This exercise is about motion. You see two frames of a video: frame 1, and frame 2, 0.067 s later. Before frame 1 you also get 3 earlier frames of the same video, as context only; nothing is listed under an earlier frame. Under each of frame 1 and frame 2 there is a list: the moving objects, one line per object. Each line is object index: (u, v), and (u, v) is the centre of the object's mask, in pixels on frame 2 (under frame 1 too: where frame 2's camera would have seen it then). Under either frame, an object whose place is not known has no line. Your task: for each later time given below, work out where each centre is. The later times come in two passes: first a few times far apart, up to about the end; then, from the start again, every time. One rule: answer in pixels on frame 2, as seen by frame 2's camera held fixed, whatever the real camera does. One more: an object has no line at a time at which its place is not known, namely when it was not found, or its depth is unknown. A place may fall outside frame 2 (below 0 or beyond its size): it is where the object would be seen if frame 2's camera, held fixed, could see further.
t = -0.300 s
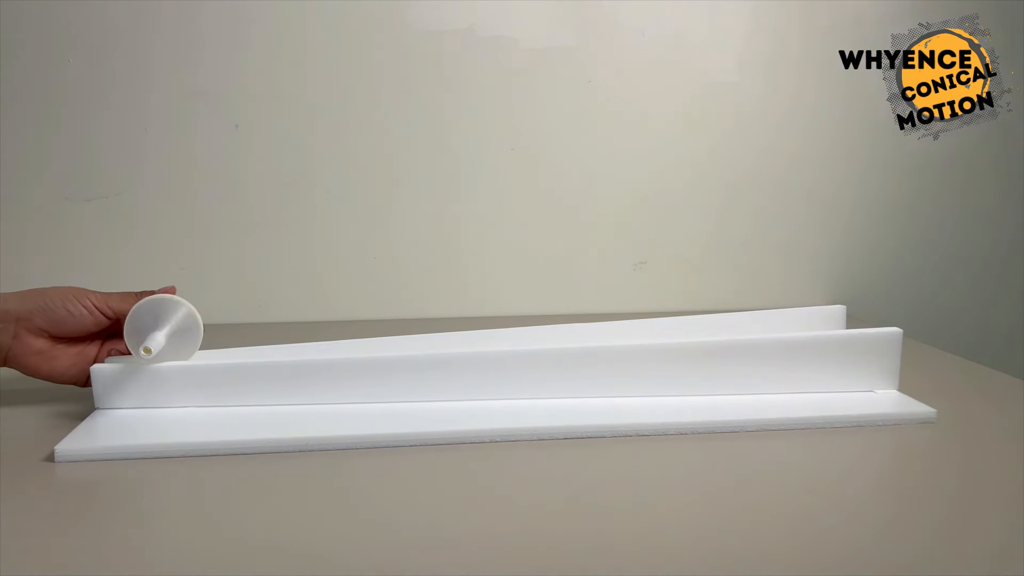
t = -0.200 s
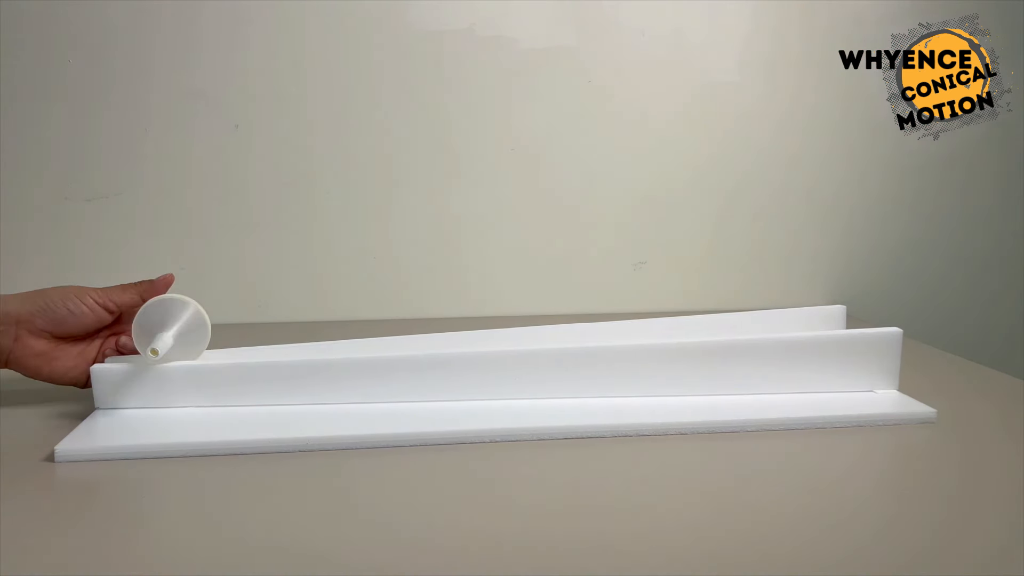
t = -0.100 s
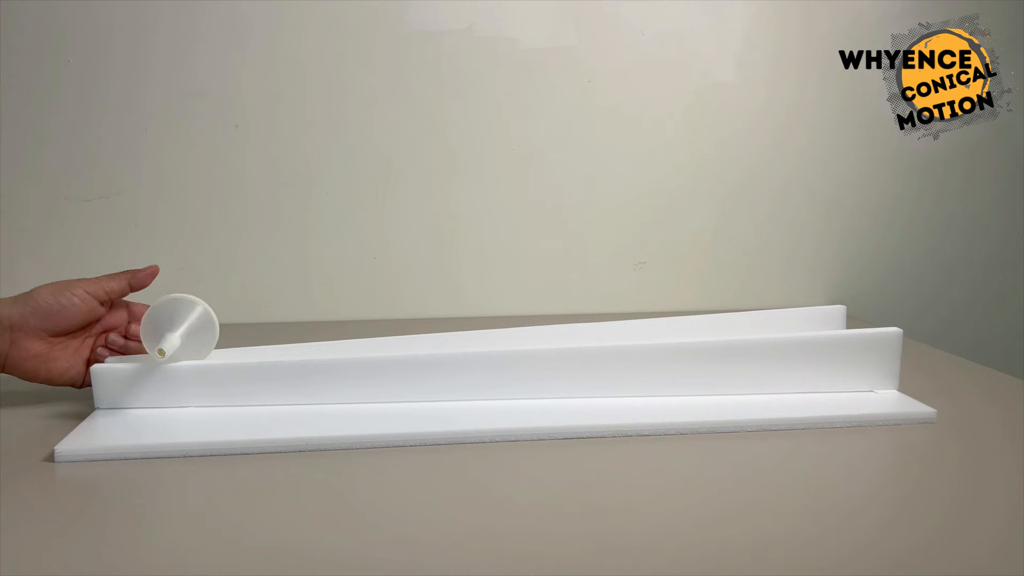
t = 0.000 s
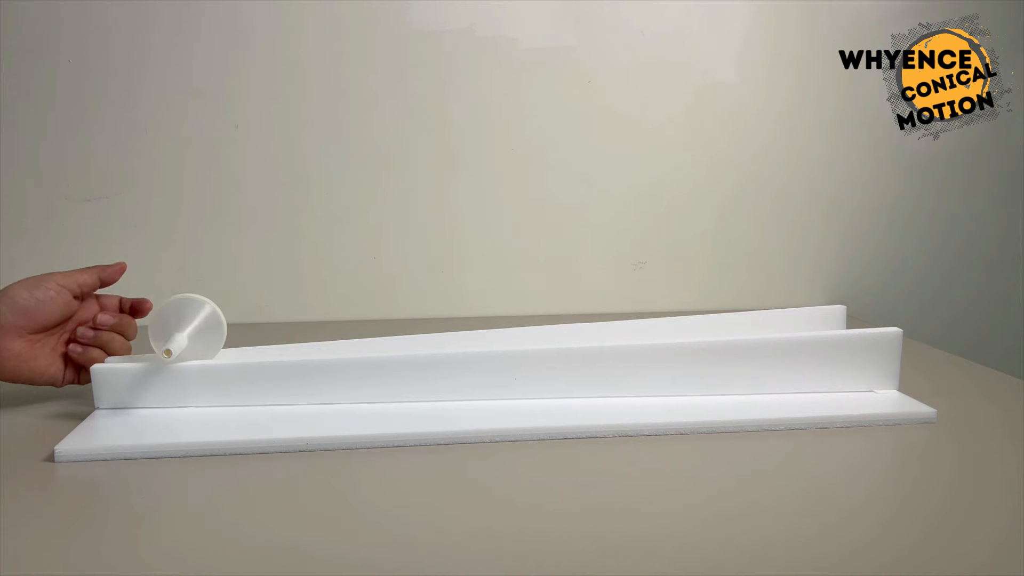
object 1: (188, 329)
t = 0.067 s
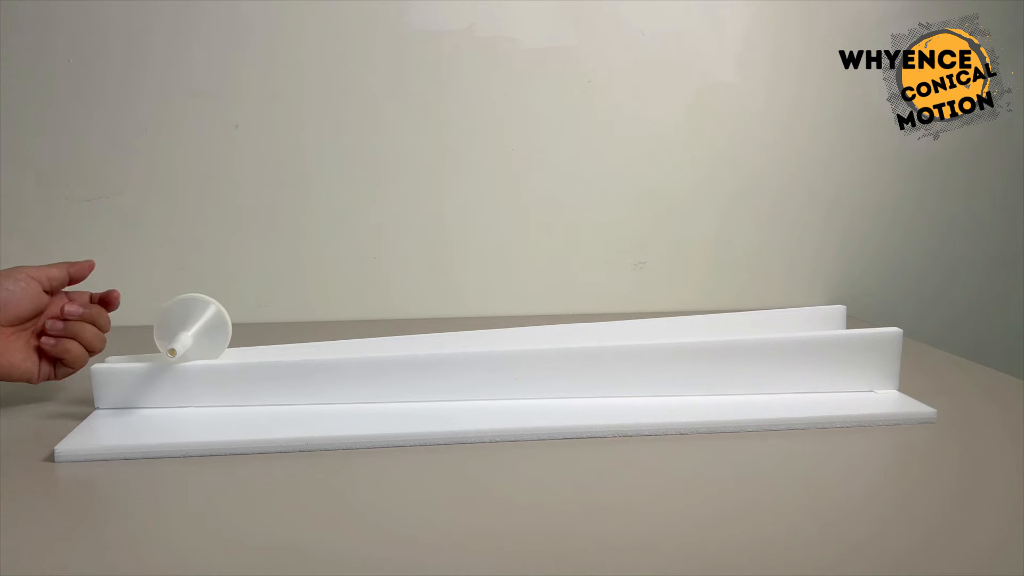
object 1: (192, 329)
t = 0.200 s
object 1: (204, 329)
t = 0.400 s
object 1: (222, 329)
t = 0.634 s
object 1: (244, 328)
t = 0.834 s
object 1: (262, 328)
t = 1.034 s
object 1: (280, 327)
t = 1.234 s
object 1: (301, 327)
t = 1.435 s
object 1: (330, 326)
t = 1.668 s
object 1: (376, 325)
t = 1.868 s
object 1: (422, 324)
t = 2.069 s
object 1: (466, 323)
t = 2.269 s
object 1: (509, 322)
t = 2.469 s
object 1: (547, 321)
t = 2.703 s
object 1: (588, 321)
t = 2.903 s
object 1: (618, 319)
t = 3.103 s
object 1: (645, 319)
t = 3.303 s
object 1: (669, 317)
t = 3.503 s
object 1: (690, 316)
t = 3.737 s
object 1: (712, 314)
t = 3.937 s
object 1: (728, 314)
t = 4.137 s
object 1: (742, 313)
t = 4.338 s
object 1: (753, 313)
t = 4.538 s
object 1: (761, 312)
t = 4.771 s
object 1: (771, 312)
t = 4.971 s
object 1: (779, 312)
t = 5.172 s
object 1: (785, 312)
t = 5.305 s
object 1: (786, 312)
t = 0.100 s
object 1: (195, 329)
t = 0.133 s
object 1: (198, 329)
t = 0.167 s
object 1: (201, 329)
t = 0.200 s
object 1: (204, 329)
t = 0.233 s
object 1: (207, 329)
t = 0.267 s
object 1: (210, 329)
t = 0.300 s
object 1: (213, 329)
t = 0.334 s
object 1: (216, 329)
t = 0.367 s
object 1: (220, 329)
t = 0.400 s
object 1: (222, 329)
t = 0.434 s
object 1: (226, 329)
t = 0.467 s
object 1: (229, 329)
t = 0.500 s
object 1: (232, 329)
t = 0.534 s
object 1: (235, 328)
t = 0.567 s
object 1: (239, 328)
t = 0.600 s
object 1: (241, 328)
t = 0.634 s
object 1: (244, 328)
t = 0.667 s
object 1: (247, 328)
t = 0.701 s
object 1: (250, 328)
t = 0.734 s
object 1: (253, 328)
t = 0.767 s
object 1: (256, 328)
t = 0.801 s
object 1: (259, 328)
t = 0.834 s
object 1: (262, 328)
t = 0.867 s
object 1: (265, 328)
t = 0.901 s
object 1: (268, 327)
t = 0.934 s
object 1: (271, 327)
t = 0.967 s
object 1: (274, 327)
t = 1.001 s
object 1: (277, 327)
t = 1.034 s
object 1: (280, 327)
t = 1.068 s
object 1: (283, 327)
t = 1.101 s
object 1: (286, 327)
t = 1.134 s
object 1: (290, 327)
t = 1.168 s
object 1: (293, 327)
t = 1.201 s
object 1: (297, 327)
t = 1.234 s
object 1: (301, 327)
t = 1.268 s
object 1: (305, 327)
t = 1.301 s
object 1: (309, 327)
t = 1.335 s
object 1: (314, 326)
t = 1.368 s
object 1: (318, 327)
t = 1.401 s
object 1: (324, 327)
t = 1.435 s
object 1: (330, 326)
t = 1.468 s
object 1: (336, 326)
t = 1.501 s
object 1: (342, 326)
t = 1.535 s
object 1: (348, 326)
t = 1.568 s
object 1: (355, 326)
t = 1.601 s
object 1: (362, 325)
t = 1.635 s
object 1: (369, 325)
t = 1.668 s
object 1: (376, 325)
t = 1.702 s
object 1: (384, 325)
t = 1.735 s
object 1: (392, 325)
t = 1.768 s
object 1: (399, 324)
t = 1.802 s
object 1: (407, 324)
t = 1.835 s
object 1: (414, 324)
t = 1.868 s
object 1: (422, 324)
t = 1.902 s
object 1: (429, 324)
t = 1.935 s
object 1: (436, 323)
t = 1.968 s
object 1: (444, 323)
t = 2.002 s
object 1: (452, 322)
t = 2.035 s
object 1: (459, 323)
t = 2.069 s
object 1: (466, 323)
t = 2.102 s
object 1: (474, 322)
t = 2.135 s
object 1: (481, 322)
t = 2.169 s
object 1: (488, 323)
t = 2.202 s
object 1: (495, 322)
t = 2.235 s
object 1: (502, 323)
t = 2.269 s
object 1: (509, 322)
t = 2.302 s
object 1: (515, 322)
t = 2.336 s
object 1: (522, 322)
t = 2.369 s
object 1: (529, 321)
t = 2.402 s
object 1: (534, 321)
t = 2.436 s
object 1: (541, 321)
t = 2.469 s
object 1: (547, 321)
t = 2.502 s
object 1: (552, 321)
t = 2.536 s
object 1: (558, 321)
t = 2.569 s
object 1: (565, 321)
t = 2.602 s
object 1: (571, 321)
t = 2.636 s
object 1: (577, 320)
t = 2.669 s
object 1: (582, 321)
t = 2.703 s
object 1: (588, 321)
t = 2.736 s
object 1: (593, 321)
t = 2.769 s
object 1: (597, 320)
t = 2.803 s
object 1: (603, 320)
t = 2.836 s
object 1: (609, 320)
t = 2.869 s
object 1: (614, 319)
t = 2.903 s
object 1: (618, 319)
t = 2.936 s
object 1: (623, 319)
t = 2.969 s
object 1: (628, 319)
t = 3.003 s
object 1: (633, 319)
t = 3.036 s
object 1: (637, 319)
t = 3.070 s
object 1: (641, 319)
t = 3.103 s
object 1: (645, 319)
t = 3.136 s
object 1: (649, 318)
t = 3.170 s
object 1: (653, 318)
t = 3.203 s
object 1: (658, 318)
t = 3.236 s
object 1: (662, 317)
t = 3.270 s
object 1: (666, 317)
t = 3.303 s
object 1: (669, 317)
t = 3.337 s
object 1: (673, 317)
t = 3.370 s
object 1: (676, 317)
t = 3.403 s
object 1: (680, 317)
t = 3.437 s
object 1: (684, 316)
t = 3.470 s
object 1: (687, 316)
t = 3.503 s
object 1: (690, 316)
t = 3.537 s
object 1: (693, 316)
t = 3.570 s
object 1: (697, 315)
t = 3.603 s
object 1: (700, 315)
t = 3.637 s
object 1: (703, 315)
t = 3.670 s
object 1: (706, 315)
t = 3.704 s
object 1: (709, 314)
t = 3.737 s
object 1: (712, 314)
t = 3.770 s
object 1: (715, 314)
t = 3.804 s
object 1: (717, 314)
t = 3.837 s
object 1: (719, 314)
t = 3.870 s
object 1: (722, 314)
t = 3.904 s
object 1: (725, 314)
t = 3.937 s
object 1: (728, 314)
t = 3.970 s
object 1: (731, 313)
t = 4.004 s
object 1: (733, 314)
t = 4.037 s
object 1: (735, 314)
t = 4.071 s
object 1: (738, 314)
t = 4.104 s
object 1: (740, 314)
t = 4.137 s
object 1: (742, 313)
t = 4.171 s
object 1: (744, 313)
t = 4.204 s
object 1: (746, 313)
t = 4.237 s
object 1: (748, 313)
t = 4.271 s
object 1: (750, 313)
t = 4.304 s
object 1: (751, 313)
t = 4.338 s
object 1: (753, 313)
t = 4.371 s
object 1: (754, 312)
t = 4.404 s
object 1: (756, 312)
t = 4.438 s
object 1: (757, 312)
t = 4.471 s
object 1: (759, 312)
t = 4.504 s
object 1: (760, 313)
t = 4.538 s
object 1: (761, 312)
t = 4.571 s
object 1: (762, 312)
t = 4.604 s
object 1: (764, 312)
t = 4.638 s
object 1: (765, 312)
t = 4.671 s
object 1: (766, 312)
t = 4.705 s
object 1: (768, 312)
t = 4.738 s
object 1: (769, 312)
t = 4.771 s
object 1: (771, 312)
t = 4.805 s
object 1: (772, 312)
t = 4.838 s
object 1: (774, 312)
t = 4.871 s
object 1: (775, 312)
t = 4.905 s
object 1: (777, 312)
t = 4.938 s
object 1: (778, 312)
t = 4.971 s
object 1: (779, 312)
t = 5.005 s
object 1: (781, 312)
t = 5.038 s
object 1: (782, 312)
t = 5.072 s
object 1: (782, 312)
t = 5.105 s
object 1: (783, 312)
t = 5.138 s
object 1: (784, 312)
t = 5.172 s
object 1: (785, 312)
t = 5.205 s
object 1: (785, 312)
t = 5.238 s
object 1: (786, 312)
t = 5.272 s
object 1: (786, 312)
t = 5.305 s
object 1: (786, 312)
